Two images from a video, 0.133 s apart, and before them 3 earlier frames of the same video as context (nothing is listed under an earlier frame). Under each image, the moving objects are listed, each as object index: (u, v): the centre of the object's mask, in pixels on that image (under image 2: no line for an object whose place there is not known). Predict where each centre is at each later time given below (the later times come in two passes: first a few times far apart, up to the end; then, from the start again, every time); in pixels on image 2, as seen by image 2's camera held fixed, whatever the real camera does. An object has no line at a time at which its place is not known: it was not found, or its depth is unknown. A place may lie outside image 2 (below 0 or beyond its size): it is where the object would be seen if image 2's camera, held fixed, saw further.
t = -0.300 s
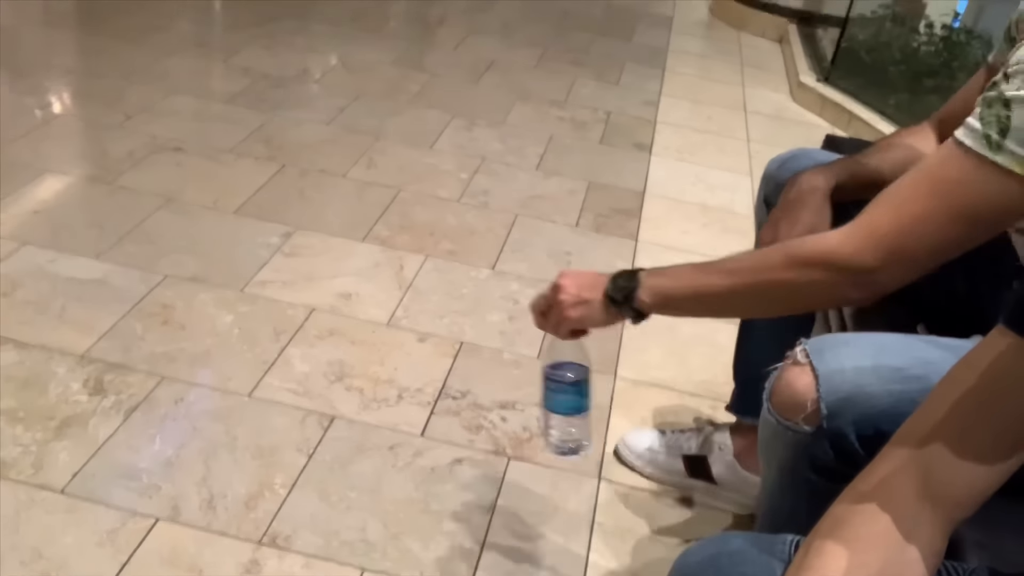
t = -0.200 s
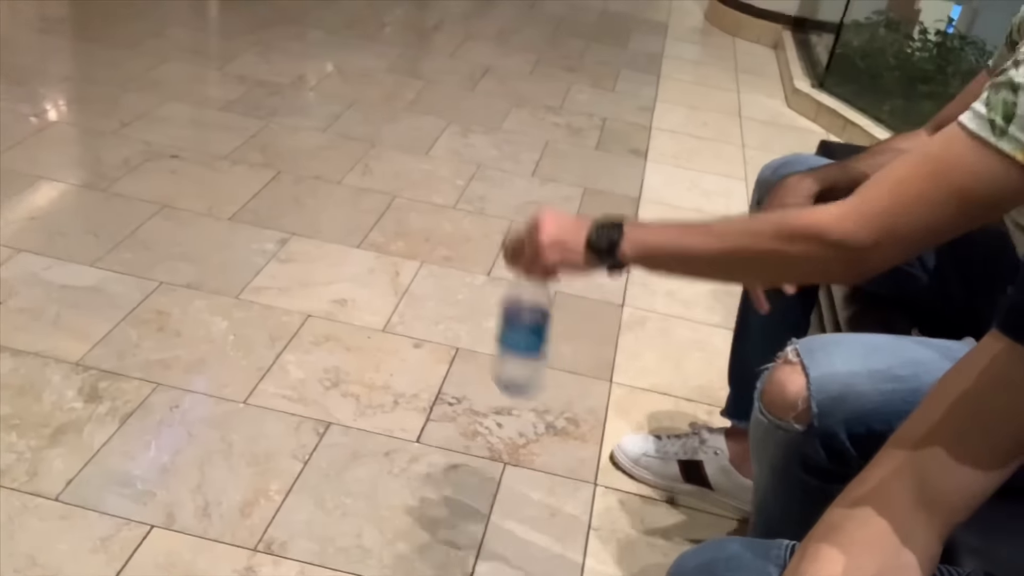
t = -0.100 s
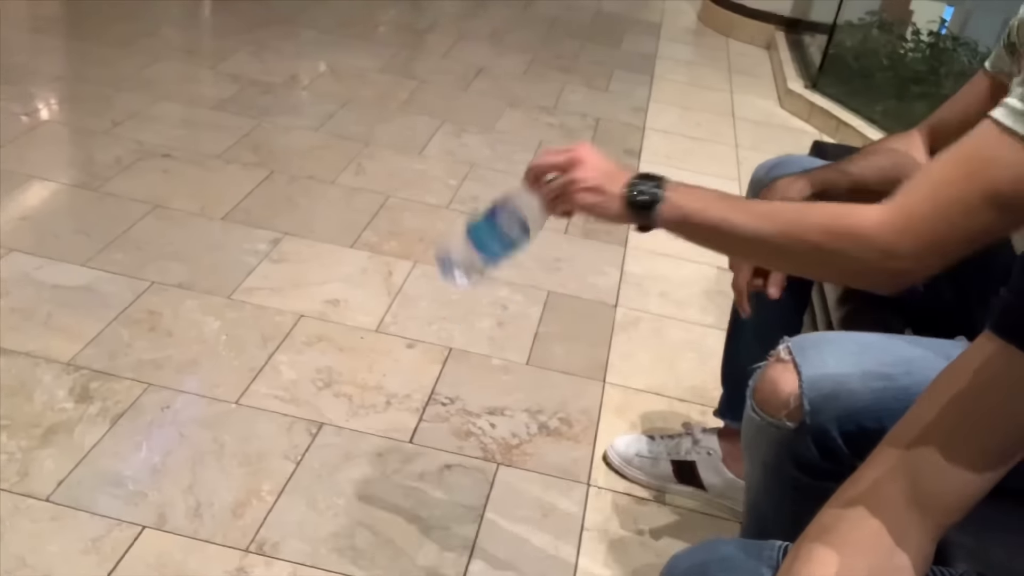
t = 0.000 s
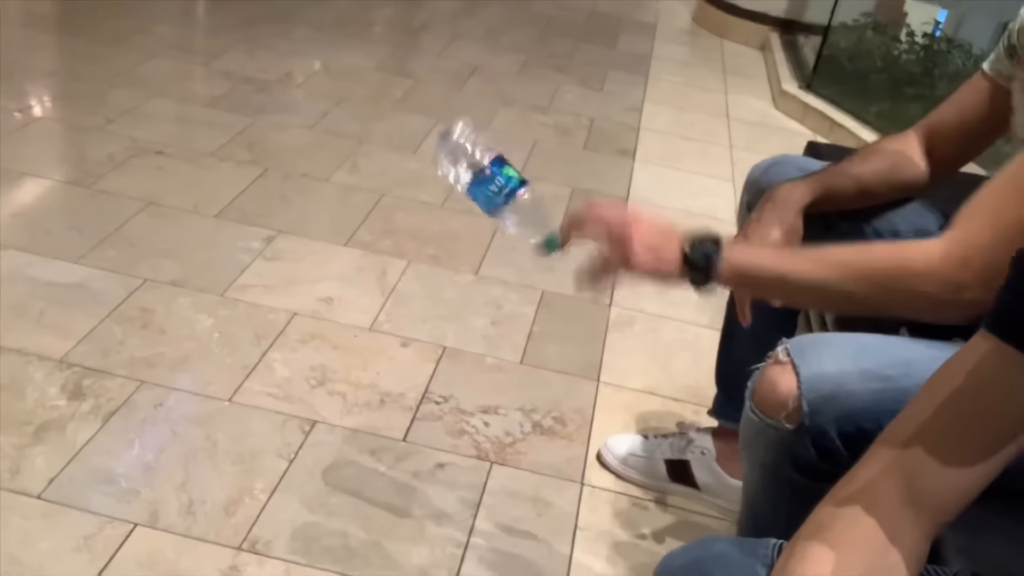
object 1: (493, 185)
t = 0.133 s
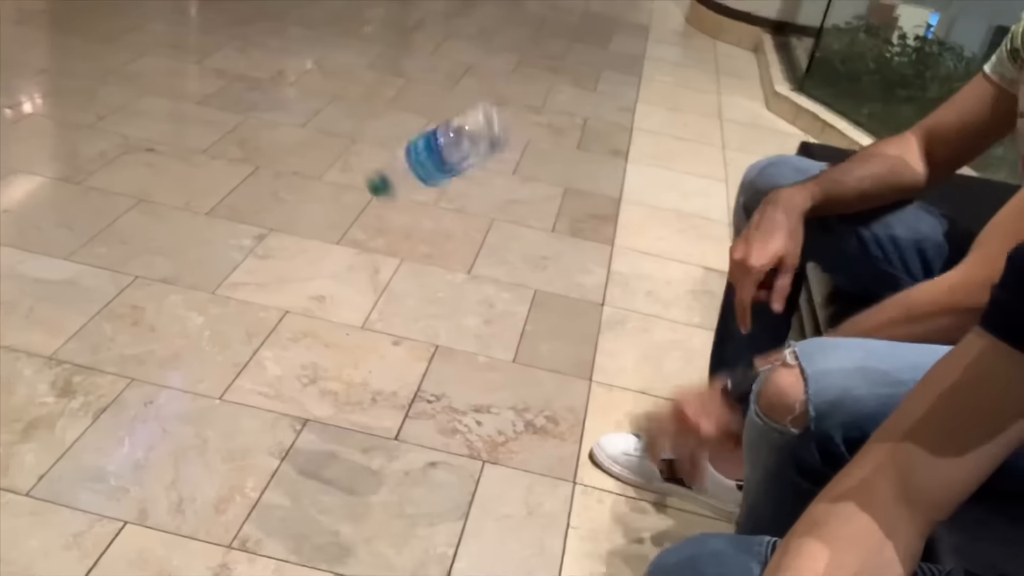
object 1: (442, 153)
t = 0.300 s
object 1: (424, 274)
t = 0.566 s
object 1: (415, 450)
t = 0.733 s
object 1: (407, 454)
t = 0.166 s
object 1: (438, 160)
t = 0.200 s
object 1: (435, 176)
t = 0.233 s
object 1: (432, 200)
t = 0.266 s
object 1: (428, 234)
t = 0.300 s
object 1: (424, 274)
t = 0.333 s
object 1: (421, 323)
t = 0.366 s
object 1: (415, 374)
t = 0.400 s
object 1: (410, 438)
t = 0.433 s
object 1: (411, 452)
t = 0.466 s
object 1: (414, 452)
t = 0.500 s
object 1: (415, 451)
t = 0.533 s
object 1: (415, 450)
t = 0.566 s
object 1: (415, 450)
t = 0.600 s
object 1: (414, 449)
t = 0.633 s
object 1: (411, 449)
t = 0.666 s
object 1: (409, 449)
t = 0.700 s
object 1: (407, 450)
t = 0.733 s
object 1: (407, 454)
